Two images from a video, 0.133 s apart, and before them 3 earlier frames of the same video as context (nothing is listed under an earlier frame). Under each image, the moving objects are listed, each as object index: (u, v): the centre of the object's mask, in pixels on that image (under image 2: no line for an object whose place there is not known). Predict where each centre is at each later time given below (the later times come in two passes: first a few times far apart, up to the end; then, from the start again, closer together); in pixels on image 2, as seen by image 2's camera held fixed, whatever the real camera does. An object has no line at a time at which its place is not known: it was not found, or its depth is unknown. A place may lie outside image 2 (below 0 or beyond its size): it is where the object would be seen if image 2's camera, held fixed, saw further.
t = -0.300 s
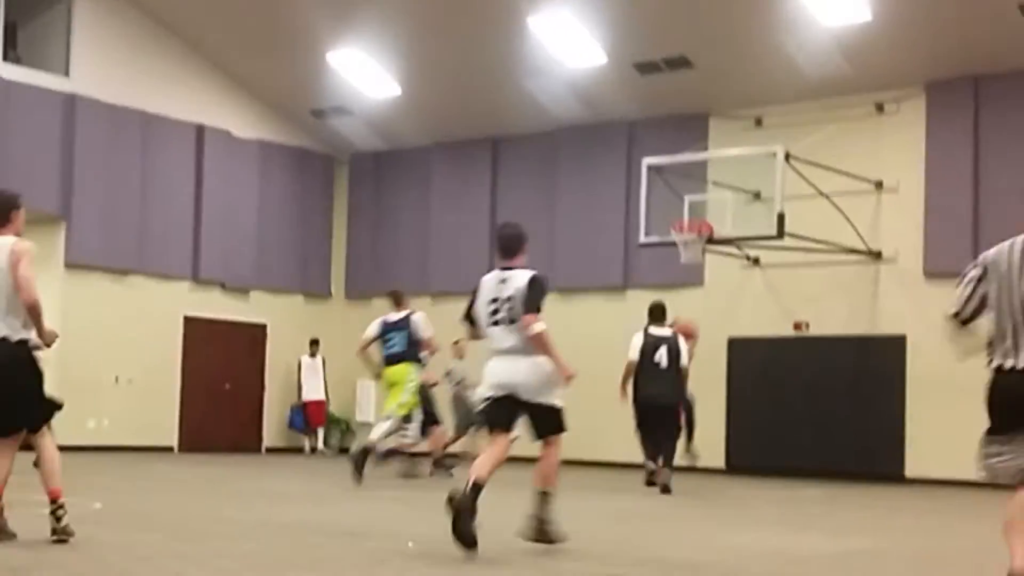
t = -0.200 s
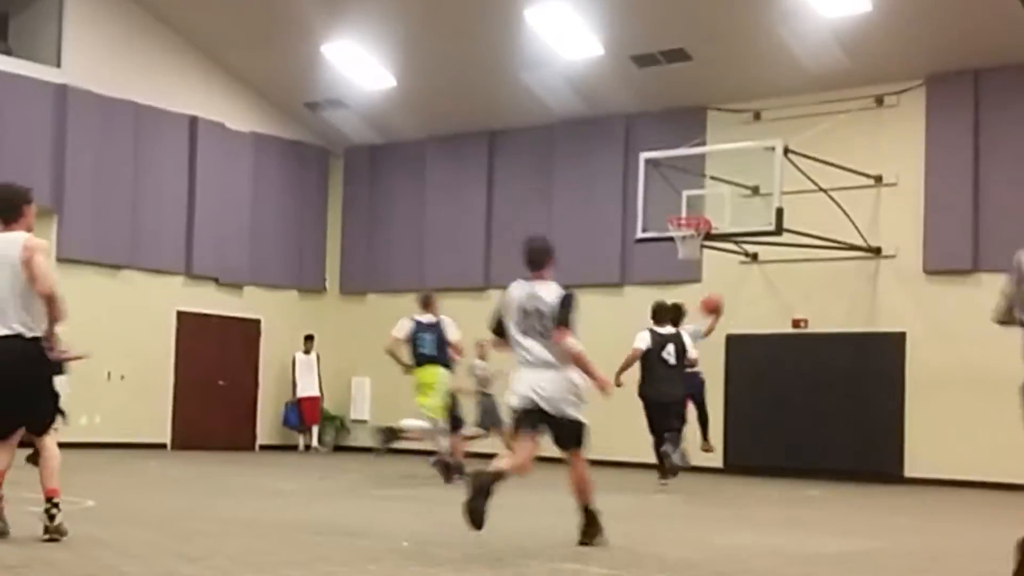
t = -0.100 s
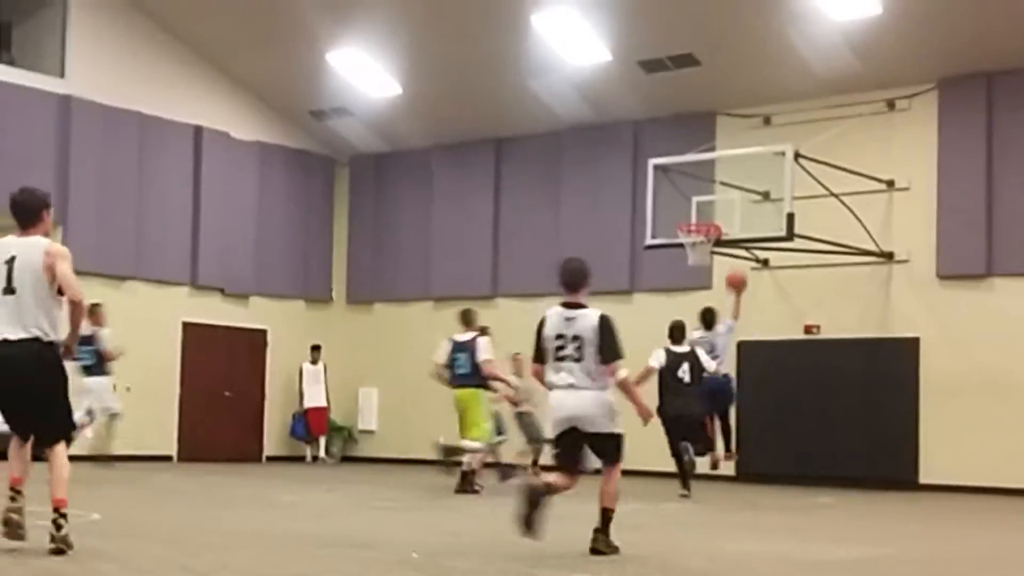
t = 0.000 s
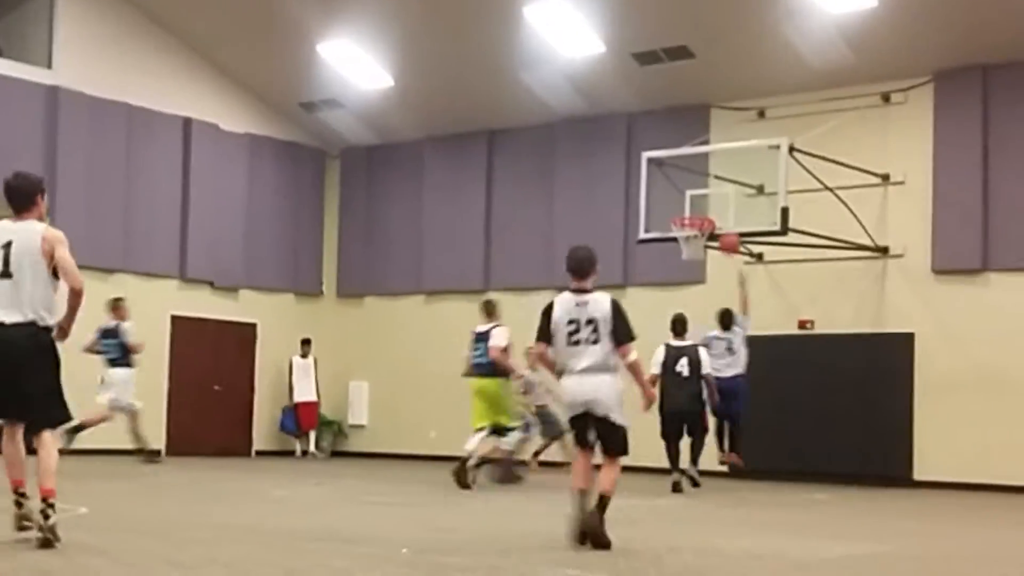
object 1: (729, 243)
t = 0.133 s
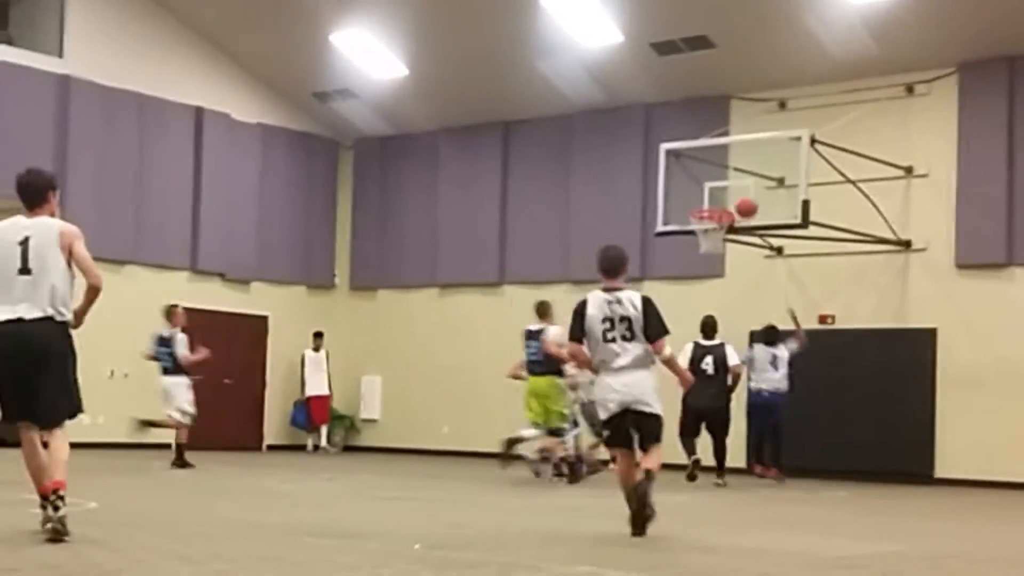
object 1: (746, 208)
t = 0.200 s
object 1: (744, 199)
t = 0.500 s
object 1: (723, 196)
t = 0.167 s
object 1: (745, 203)
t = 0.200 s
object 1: (744, 199)
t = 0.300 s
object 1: (743, 195)
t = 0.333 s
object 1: (742, 195)
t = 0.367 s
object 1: (741, 196)
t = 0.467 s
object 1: (729, 195)
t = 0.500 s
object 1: (723, 196)
